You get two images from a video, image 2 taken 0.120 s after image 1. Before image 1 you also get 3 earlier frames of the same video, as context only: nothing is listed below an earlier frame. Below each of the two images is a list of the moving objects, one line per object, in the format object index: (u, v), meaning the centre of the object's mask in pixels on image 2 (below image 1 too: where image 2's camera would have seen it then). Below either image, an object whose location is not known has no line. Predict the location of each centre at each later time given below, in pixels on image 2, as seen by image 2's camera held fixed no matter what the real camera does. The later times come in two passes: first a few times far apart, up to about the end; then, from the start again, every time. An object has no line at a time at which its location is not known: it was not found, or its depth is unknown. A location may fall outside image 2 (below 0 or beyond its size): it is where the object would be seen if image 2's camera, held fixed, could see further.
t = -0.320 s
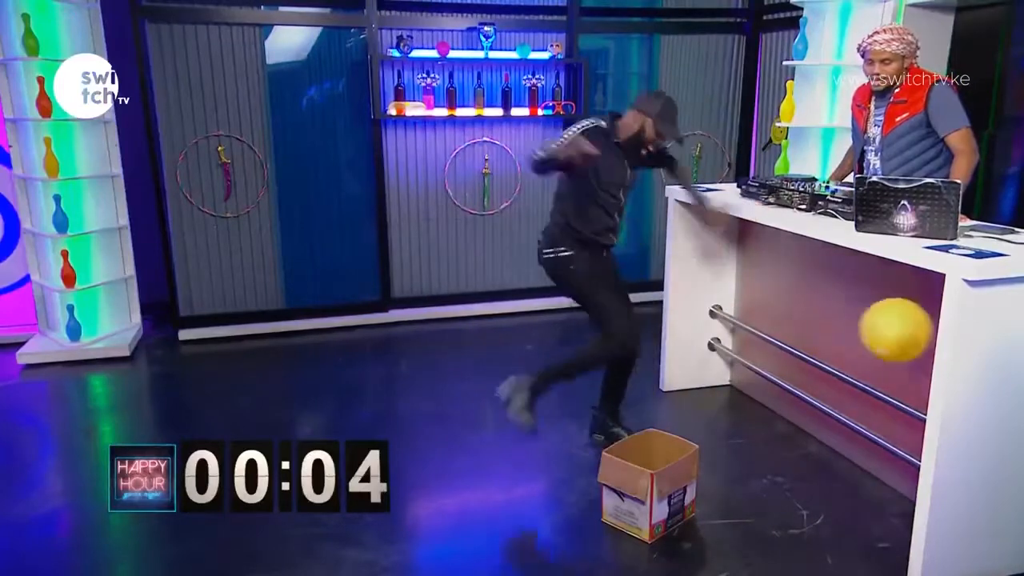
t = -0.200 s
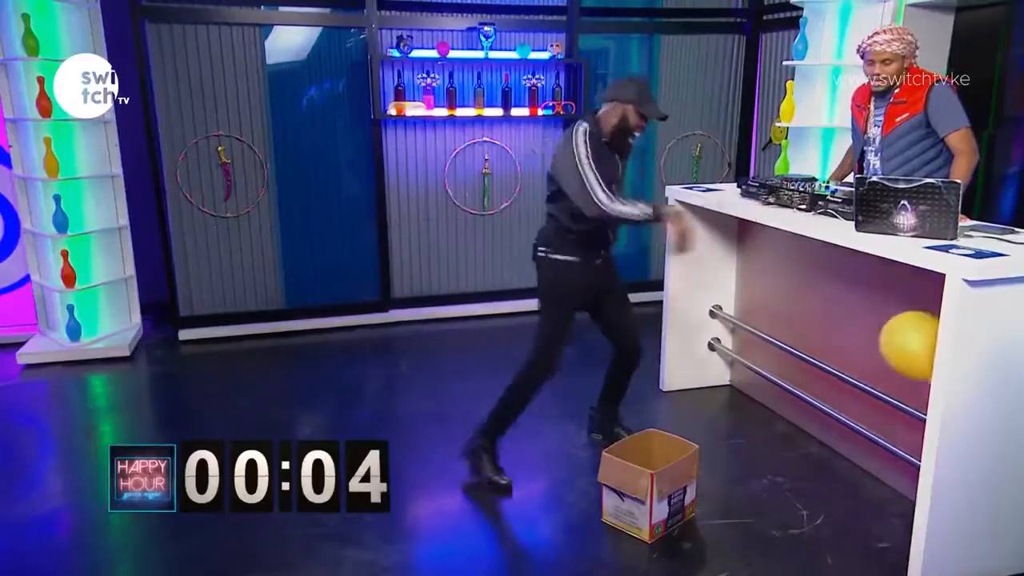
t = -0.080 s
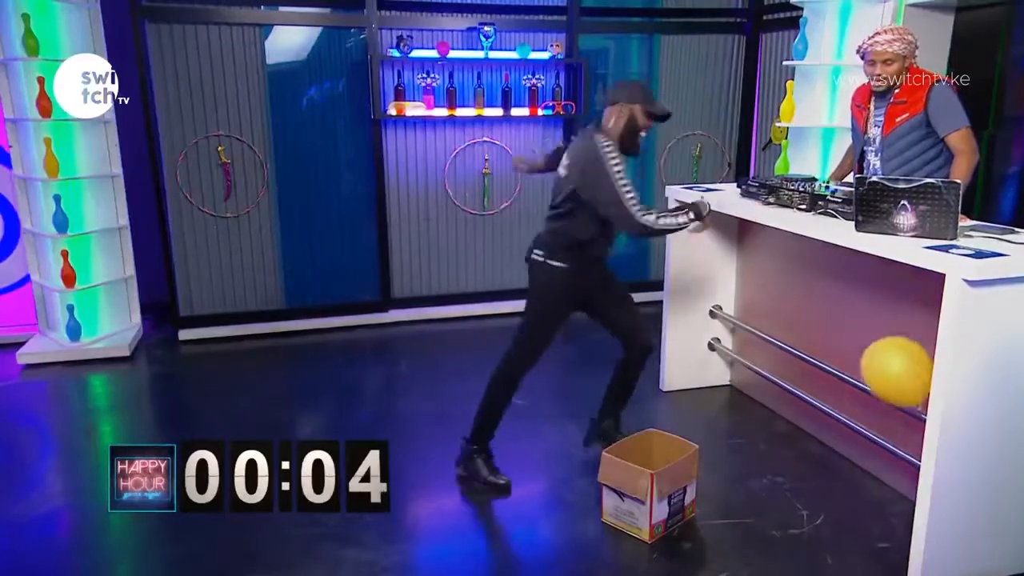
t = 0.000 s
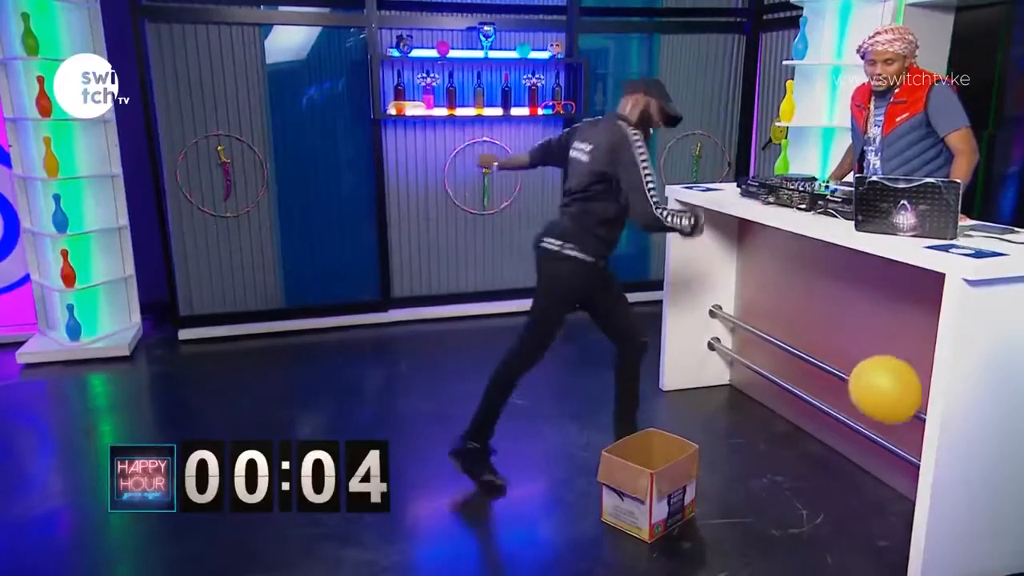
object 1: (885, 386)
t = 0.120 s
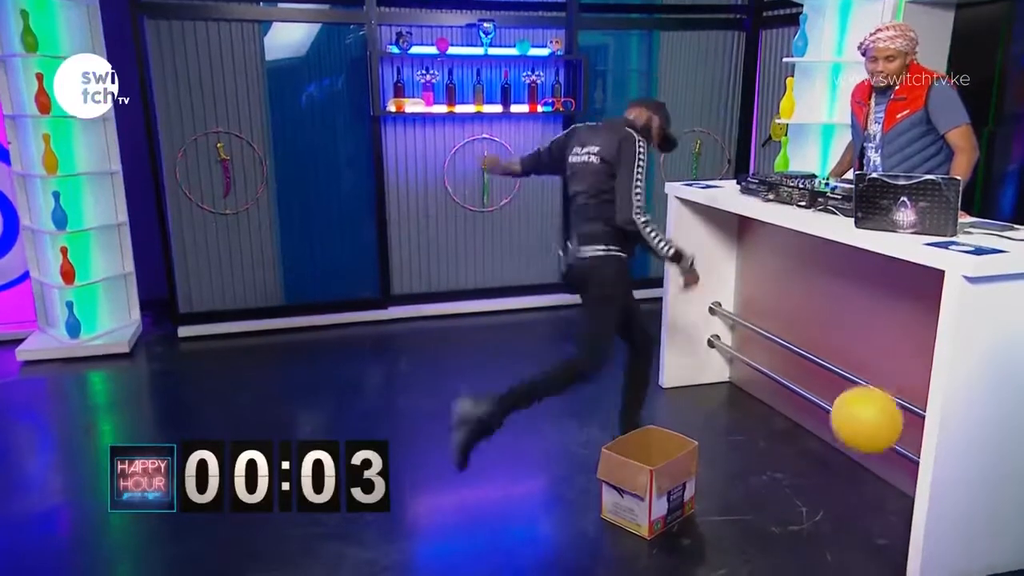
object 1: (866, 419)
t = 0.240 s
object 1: (848, 457)
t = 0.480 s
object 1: (815, 515)
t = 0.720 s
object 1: (811, 474)
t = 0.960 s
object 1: (801, 461)
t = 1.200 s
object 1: (787, 479)
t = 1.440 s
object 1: (773, 514)
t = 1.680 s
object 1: (763, 477)
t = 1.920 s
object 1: (754, 470)
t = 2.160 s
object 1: (745, 492)
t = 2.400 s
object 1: (743, 493)
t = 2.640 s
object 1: (743, 494)
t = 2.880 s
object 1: (740, 496)
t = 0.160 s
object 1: (860, 432)
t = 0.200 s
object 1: (854, 444)
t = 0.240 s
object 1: (848, 457)
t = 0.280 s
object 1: (845, 470)
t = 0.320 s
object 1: (838, 483)
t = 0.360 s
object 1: (831, 496)
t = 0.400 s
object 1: (824, 508)
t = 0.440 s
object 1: (818, 519)
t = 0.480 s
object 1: (815, 515)
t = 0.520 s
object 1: (813, 505)
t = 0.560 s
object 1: (813, 497)
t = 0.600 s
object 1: (812, 490)
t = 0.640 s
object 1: (812, 484)
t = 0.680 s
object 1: (812, 479)
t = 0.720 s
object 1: (811, 474)
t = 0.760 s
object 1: (810, 470)
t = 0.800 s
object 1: (809, 467)
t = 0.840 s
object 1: (808, 464)
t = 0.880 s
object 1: (806, 462)
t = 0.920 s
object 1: (804, 462)
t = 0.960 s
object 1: (801, 461)
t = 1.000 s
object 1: (799, 462)
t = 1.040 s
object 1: (797, 464)
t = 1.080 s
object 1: (794, 467)
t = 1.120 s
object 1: (792, 470)
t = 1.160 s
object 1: (789, 474)
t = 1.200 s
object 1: (787, 479)
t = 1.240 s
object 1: (785, 484)
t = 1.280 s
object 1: (782, 490)
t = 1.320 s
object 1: (780, 496)
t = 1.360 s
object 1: (778, 504)
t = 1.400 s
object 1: (776, 511)
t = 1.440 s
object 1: (773, 514)
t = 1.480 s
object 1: (772, 506)
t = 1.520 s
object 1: (770, 499)
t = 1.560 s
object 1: (768, 492)
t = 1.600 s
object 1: (766, 486)
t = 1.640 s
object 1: (765, 481)
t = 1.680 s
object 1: (763, 477)
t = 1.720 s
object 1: (761, 474)
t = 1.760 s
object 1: (760, 471)
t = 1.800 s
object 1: (758, 470)
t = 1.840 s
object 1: (757, 469)
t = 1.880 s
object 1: (755, 469)
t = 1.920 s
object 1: (754, 470)
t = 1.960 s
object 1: (753, 472)
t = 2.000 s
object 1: (752, 474)
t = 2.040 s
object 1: (750, 478)
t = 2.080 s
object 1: (749, 482)
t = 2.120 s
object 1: (747, 486)
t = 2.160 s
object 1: (745, 492)
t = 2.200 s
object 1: (743, 498)
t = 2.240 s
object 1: (741, 500)
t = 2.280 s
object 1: (742, 497)
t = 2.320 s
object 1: (742, 495)
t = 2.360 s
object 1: (742, 493)
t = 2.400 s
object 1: (743, 493)
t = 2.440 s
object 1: (743, 493)
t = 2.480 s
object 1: (743, 493)
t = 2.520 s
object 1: (744, 495)
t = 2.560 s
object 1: (744, 496)
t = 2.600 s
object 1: (744, 496)
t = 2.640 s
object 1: (743, 494)
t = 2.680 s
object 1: (743, 493)
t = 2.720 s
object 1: (742, 492)
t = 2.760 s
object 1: (742, 492)
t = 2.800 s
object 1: (742, 492)
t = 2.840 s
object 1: (741, 494)
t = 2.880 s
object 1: (740, 496)
